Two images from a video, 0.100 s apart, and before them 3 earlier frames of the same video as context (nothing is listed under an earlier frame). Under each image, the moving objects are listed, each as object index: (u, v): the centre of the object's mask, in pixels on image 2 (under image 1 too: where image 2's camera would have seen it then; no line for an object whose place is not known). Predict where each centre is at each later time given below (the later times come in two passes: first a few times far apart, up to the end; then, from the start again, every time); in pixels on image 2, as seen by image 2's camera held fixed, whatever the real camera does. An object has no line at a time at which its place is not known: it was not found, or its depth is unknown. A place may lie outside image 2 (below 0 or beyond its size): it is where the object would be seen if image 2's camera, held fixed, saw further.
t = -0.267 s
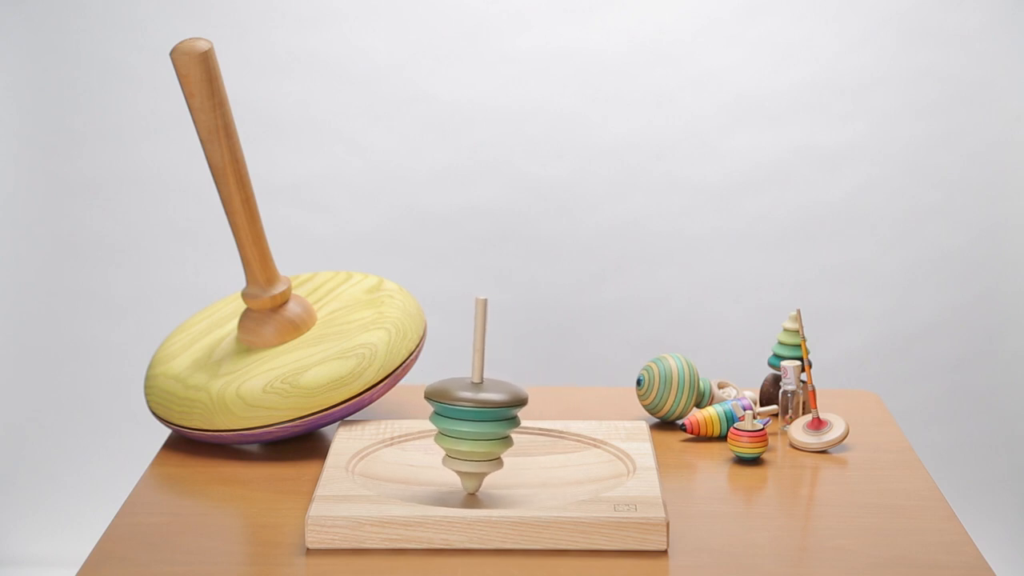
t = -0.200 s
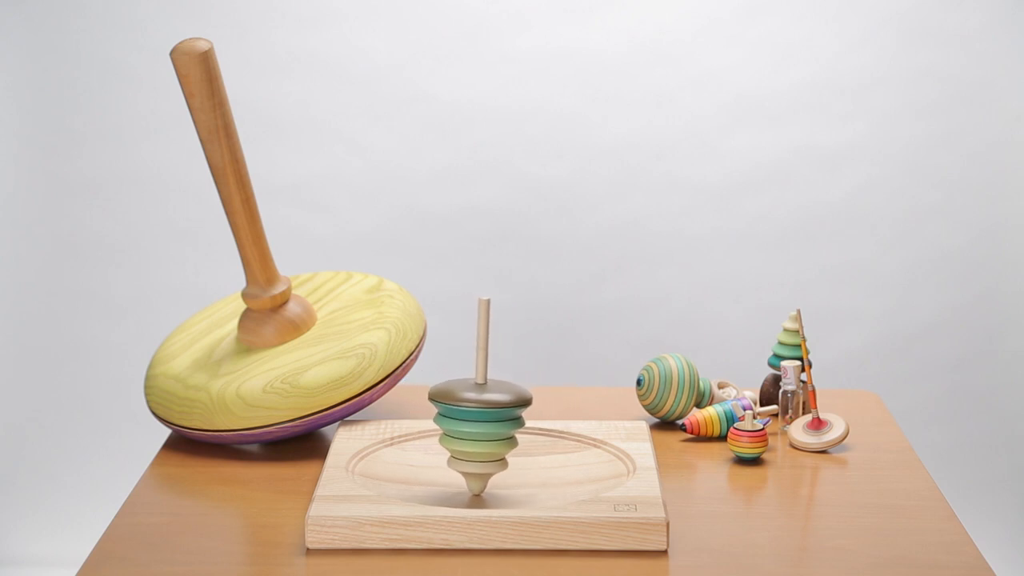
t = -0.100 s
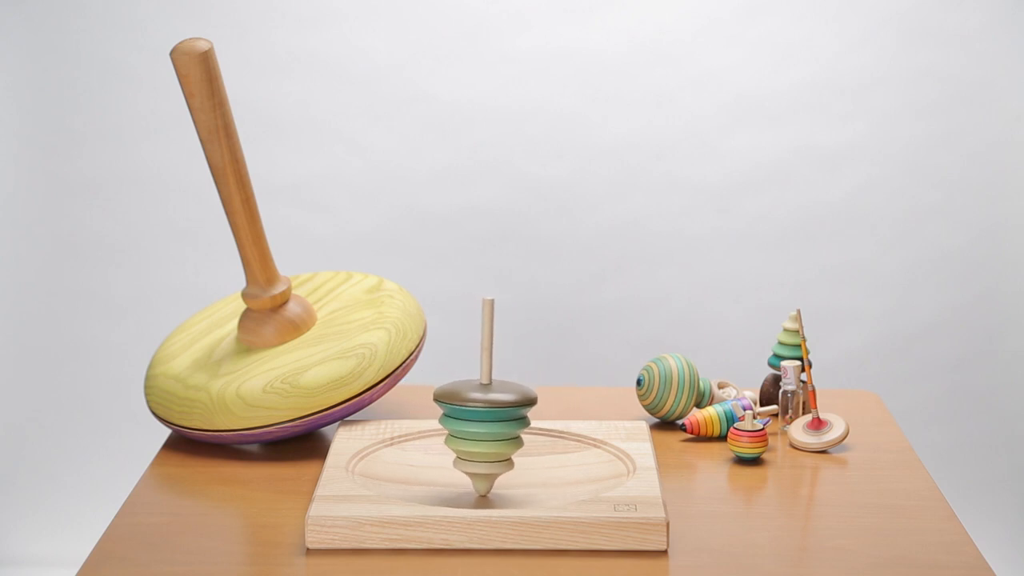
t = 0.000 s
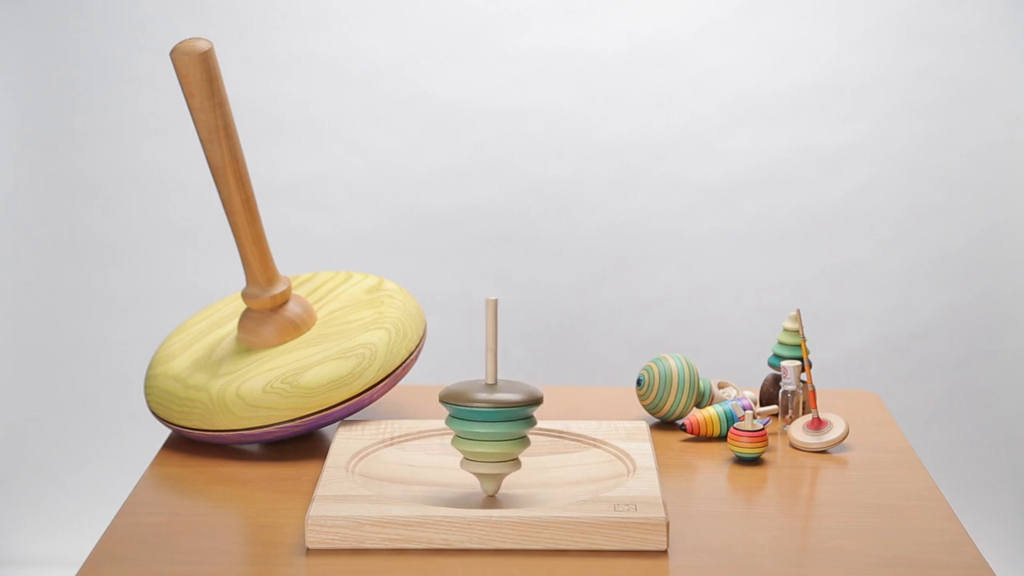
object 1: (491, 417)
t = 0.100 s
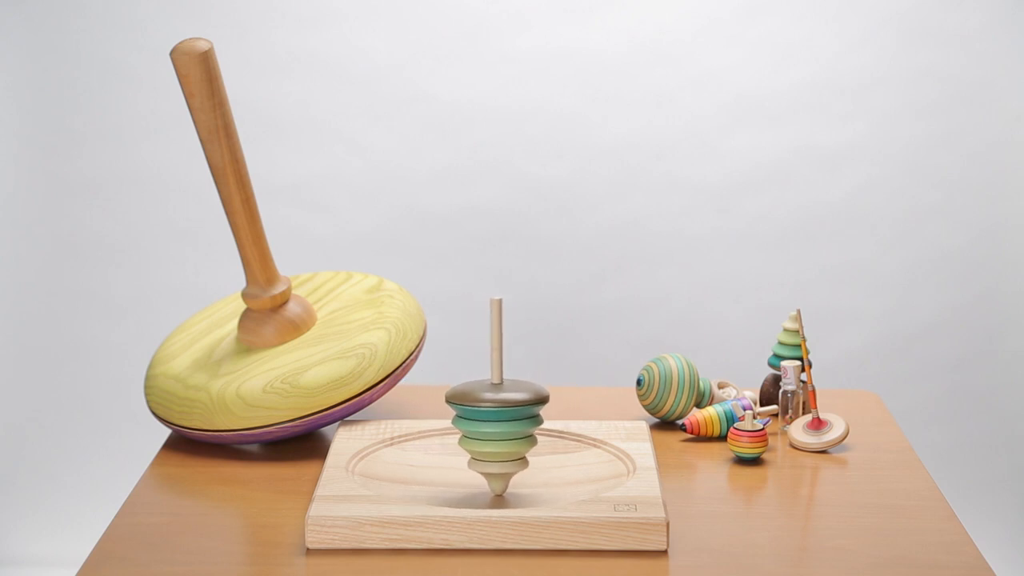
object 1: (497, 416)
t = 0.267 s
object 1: (504, 414)
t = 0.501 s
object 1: (515, 409)
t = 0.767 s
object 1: (520, 404)
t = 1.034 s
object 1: (506, 404)
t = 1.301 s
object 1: (480, 405)
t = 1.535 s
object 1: (459, 408)
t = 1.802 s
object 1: (452, 410)
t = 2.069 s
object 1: (464, 413)
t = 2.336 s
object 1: (487, 415)
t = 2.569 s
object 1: (508, 414)
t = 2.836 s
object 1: (518, 410)
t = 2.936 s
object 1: (520, 409)
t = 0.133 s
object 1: (499, 416)
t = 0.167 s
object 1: (500, 415)
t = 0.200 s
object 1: (501, 415)
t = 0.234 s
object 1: (503, 414)
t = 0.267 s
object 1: (504, 414)
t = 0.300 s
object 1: (505, 413)
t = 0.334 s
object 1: (507, 413)
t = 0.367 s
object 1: (508, 412)
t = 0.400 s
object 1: (510, 411)
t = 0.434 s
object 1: (511, 410)
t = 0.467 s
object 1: (513, 410)
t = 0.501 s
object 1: (515, 409)
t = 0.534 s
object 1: (516, 408)
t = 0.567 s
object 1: (517, 407)
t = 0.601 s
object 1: (519, 407)
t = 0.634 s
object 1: (520, 406)
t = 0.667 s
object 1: (521, 405)
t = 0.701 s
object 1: (521, 405)
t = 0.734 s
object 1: (520, 405)
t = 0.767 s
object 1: (520, 404)
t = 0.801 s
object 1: (519, 404)
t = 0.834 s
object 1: (517, 404)
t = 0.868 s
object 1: (516, 404)
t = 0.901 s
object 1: (515, 404)
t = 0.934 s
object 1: (513, 404)
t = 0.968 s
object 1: (511, 404)
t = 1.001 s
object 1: (509, 404)
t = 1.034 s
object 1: (506, 404)
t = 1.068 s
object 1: (503, 404)
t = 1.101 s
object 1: (501, 404)
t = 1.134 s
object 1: (497, 404)
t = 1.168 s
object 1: (494, 404)
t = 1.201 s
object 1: (490, 405)
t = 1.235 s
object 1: (487, 405)
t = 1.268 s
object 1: (483, 405)
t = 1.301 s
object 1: (480, 405)
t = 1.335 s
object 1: (476, 406)
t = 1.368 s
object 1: (473, 406)
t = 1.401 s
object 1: (470, 407)
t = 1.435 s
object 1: (467, 407)
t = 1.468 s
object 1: (464, 407)
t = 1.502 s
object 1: (461, 407)
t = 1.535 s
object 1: (459, 408)
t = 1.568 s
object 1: (457, 408)
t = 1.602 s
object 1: (455, 408)
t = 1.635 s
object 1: (454, 409)
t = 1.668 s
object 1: (452, 409)
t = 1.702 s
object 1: (451, 409)
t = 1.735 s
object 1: (451, 410)
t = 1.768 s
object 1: (451, 410)
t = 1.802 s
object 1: (452, 410)
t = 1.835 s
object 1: (453, 411)
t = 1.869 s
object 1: (453, 411)
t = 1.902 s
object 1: (455, 412)
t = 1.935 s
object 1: (456, 412)
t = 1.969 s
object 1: (458, 412)
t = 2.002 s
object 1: (459, 412)
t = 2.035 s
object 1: (461, 413)
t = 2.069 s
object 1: (464, 413)
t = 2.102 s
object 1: (466, 414)
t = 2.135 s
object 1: (469, 414)
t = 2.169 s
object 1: (471, 414)
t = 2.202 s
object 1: (474, 414)
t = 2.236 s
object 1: (477, 415)
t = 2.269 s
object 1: (480, 415)
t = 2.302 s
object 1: (483, 415)
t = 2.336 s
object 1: (487, 415)
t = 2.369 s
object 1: (490, 415)
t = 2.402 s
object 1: (494, 415)
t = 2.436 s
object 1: (497, 415)
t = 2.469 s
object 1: (500, 415)
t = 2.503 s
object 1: (503, 415)
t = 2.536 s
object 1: (505, 414)
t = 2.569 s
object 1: (508, 414)
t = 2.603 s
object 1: (510, 414)
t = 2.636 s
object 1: (511, 414)
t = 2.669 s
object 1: (513, 413)
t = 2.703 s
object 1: (514, 413)
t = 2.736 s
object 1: (515, 412)
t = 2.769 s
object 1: (516, 412)
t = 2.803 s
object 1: (517, 411)
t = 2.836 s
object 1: (518, 410)
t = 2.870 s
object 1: (519, 410)
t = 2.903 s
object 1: (519, 409)
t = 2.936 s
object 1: (520, 409)
